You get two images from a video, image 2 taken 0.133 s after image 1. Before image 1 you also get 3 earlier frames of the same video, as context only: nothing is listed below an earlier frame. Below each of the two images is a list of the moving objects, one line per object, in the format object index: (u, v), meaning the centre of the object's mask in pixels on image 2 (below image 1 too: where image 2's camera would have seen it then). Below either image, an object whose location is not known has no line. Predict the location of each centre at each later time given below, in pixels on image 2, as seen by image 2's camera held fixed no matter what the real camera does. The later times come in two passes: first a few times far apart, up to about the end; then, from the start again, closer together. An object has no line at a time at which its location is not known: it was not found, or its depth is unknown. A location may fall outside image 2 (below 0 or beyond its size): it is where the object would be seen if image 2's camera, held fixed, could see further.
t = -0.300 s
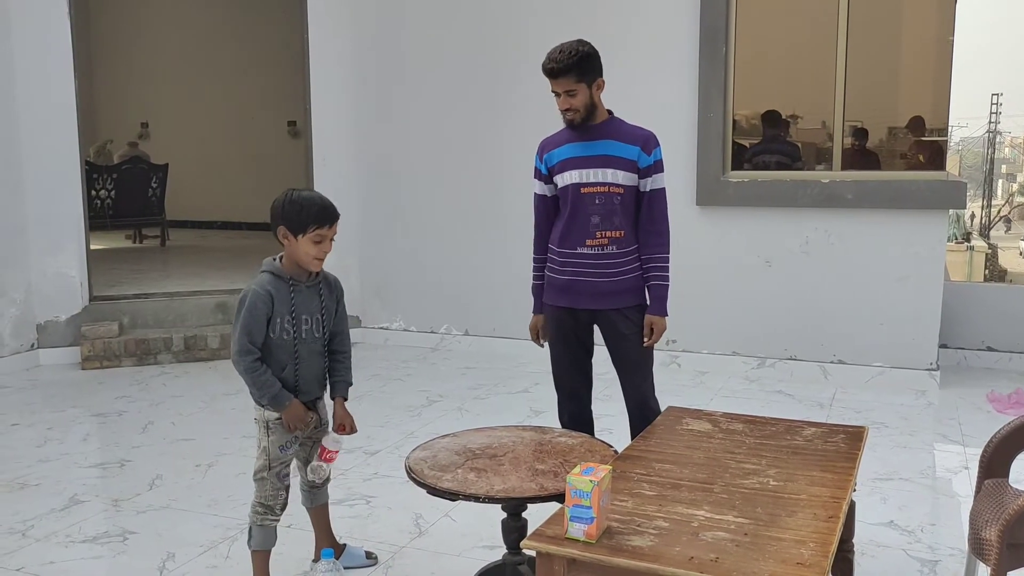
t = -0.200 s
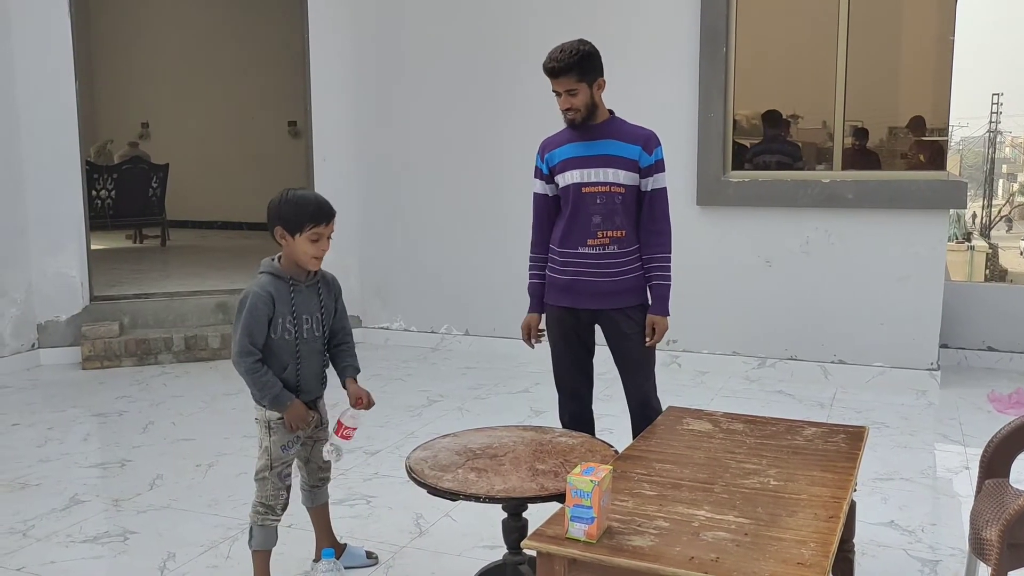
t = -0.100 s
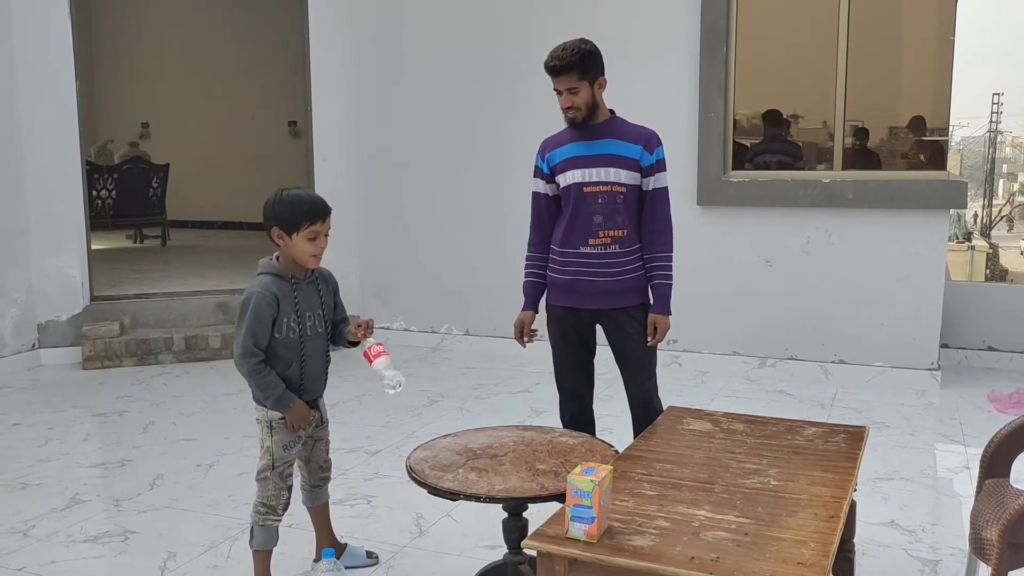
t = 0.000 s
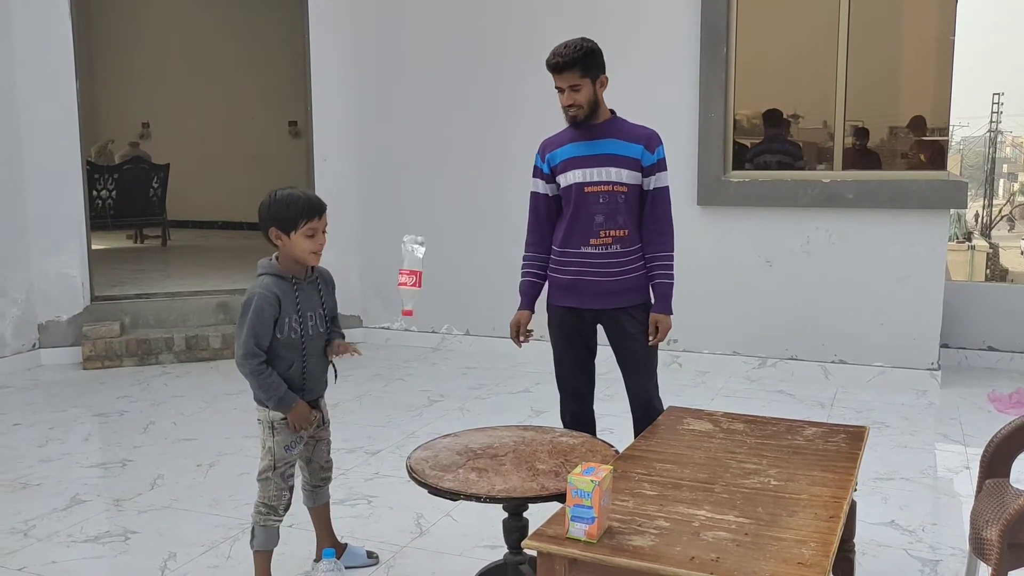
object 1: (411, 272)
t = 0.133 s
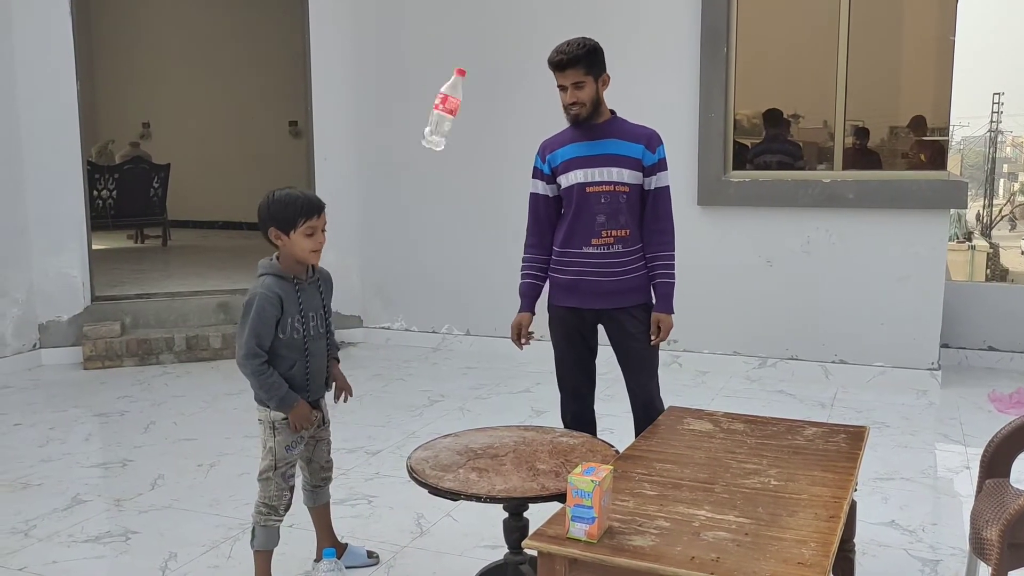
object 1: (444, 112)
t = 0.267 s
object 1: (453, 68)
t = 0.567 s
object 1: (528, 158)
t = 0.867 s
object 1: (552, 429)
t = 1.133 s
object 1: (543, 435)
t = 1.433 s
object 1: (545, 432)
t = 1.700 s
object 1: (544, 433)
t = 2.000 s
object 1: (543, 436)
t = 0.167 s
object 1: (441, 93)
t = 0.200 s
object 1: (442, 82)
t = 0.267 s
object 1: (453, 68)
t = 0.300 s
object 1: (460, 66)
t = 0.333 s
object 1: (468, 66)
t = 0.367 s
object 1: (477, 69)
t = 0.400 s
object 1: (486, 76)
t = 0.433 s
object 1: (496, 86)
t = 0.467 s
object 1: (505, 98)
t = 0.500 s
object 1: (513, 114)
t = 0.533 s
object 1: (521, 134)
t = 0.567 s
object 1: (528, 158)
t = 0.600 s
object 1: (533, 186)
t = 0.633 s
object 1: (537, 219)
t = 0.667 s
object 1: (540, 258)
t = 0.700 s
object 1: (543, 301)
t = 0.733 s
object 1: (546, 348)
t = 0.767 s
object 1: (550, 402)
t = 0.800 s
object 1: (556, 443)
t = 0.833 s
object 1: (554, 434)
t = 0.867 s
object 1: (552, 429)
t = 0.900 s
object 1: (551, 426)
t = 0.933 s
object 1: (550, 426)
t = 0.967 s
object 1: (549, 427)
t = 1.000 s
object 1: (548, 429)
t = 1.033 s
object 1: (545, 433)
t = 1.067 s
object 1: (543, 435)
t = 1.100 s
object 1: (543, 435)
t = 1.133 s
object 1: (543, 435)
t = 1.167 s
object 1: (543, 434)
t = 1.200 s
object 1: (544, 434)
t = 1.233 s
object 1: (544, 433)
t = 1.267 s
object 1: (544, 434)
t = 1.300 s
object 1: (544, 433)
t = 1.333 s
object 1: (544, 433)
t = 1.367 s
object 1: (544, 433)
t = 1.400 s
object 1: (544, 432)
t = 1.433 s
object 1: (545, 432)
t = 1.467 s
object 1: (545, 432)
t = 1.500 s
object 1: (544, 432)
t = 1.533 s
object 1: (544, 432)
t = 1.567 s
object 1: (544, 432)
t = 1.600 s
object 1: (544, 432)
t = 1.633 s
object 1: (544, 433)
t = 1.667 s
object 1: (544, 433)
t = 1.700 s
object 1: (544, 433)
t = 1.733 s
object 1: (544, 433)
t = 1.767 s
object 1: (544, 434)
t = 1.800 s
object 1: (544, 434)
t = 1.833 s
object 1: (543, 434)
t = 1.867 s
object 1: (543, 435)
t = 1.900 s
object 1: (543, 435)
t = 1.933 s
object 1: (543, 435)
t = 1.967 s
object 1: (543, 435)
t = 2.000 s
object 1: (543, 436)
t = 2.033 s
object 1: (543, 436)
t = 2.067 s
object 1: (542, 437)
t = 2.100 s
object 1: (542, 437)
